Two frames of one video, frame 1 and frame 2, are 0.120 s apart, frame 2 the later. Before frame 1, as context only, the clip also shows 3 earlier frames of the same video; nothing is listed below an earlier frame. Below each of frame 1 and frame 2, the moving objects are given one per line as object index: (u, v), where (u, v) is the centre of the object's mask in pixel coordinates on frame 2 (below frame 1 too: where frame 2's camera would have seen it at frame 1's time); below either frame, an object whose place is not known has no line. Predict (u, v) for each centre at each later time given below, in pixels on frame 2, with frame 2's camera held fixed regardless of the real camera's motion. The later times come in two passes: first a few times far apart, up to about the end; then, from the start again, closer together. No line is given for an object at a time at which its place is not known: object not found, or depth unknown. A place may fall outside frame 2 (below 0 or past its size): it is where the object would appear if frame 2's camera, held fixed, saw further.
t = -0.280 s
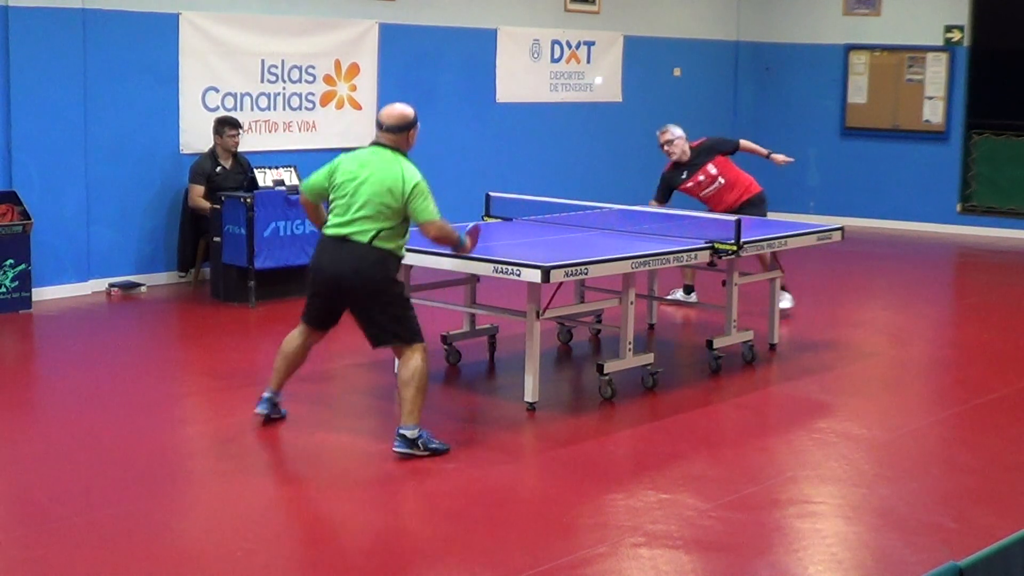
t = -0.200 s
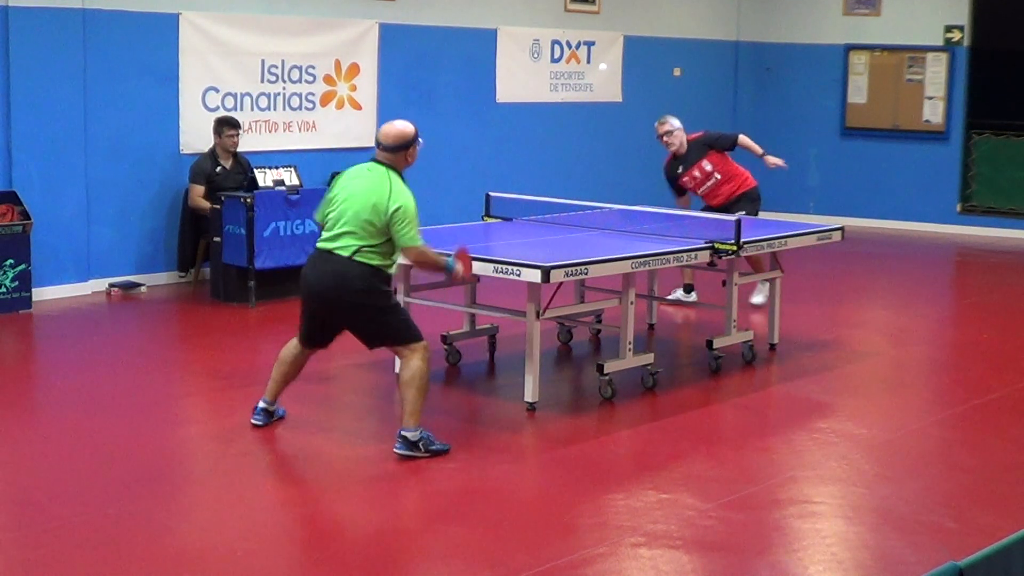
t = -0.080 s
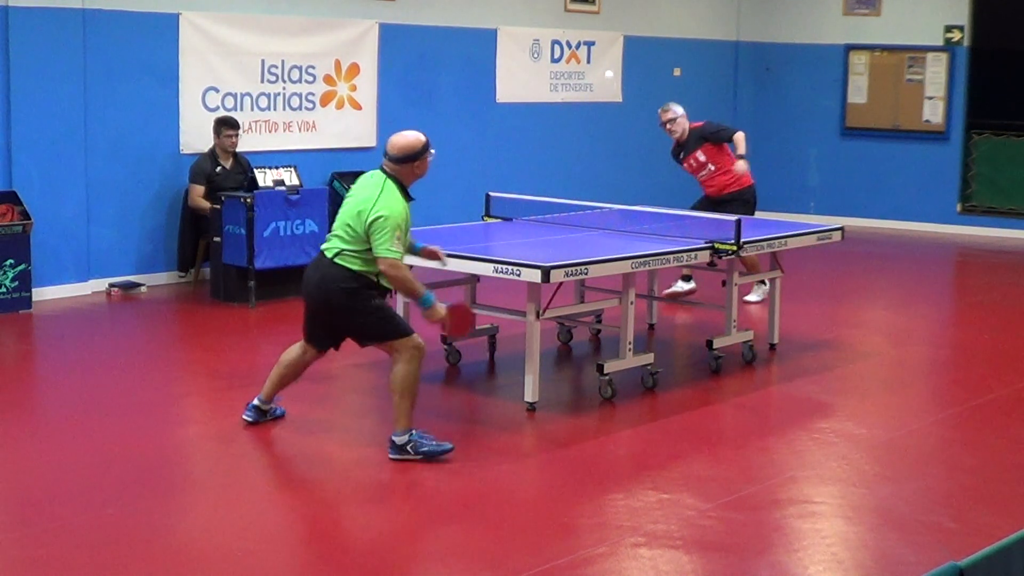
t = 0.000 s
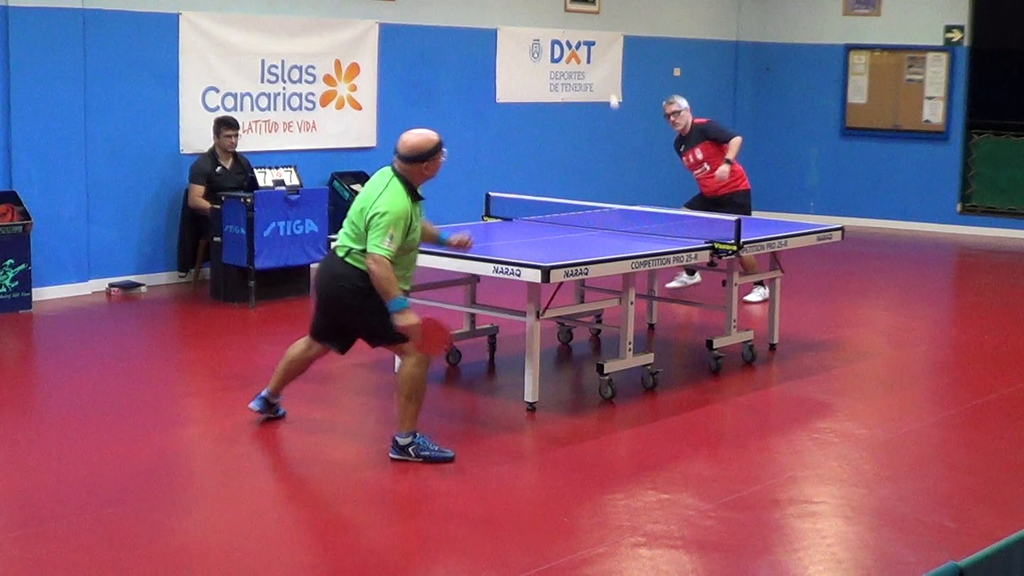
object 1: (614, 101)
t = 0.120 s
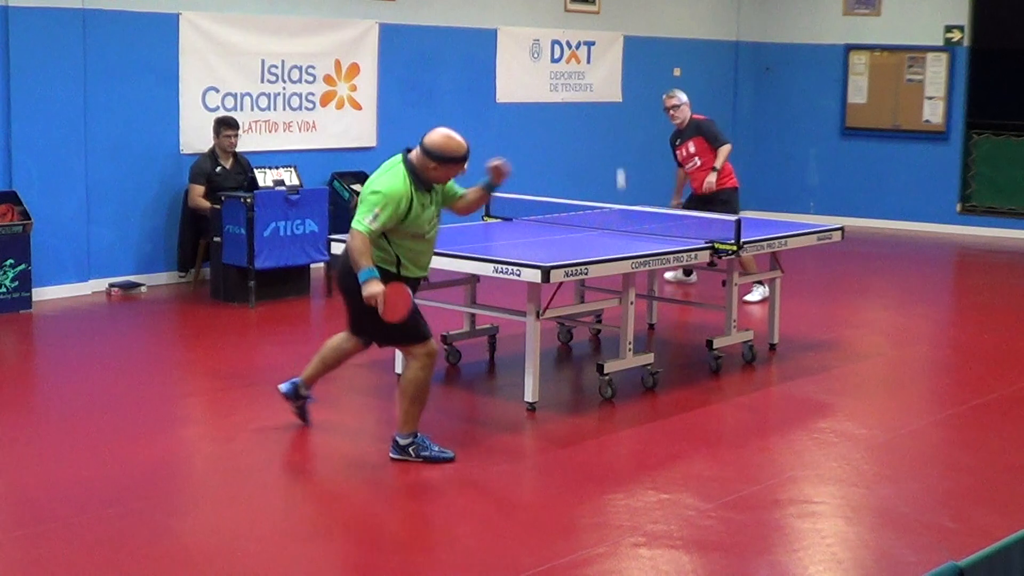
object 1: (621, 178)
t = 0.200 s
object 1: (624, 252)
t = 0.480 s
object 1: (649, 432)
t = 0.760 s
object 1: (698, 342)
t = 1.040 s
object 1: (752, 538)
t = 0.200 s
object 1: (624, 252)
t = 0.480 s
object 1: (649, 432)
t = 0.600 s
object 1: (669, 364)
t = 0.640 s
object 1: (675, 354)
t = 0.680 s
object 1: (683, 345)
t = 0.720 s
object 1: (690, 340)
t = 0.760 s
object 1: (698, 342)
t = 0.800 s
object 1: (706, 350)
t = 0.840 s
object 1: (713, 363)
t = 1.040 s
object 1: (752, 538)
